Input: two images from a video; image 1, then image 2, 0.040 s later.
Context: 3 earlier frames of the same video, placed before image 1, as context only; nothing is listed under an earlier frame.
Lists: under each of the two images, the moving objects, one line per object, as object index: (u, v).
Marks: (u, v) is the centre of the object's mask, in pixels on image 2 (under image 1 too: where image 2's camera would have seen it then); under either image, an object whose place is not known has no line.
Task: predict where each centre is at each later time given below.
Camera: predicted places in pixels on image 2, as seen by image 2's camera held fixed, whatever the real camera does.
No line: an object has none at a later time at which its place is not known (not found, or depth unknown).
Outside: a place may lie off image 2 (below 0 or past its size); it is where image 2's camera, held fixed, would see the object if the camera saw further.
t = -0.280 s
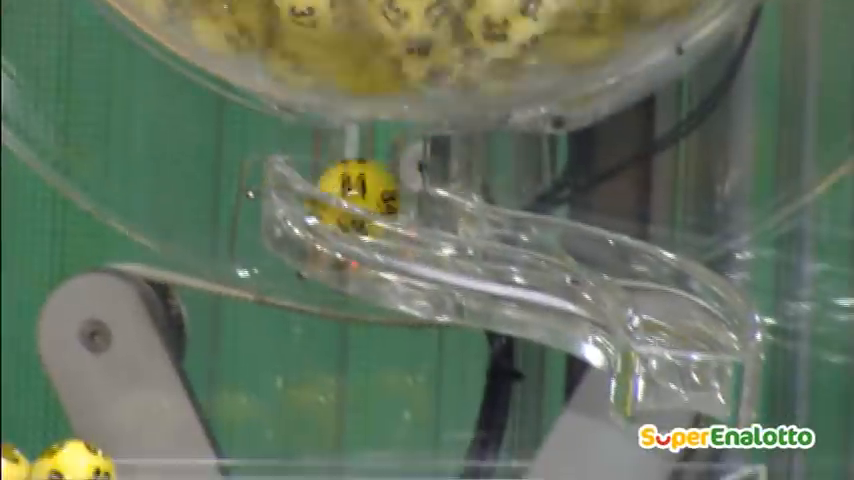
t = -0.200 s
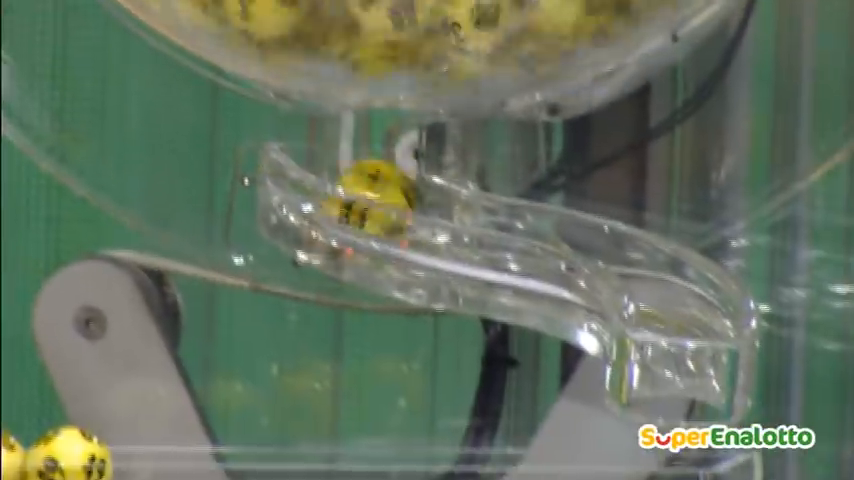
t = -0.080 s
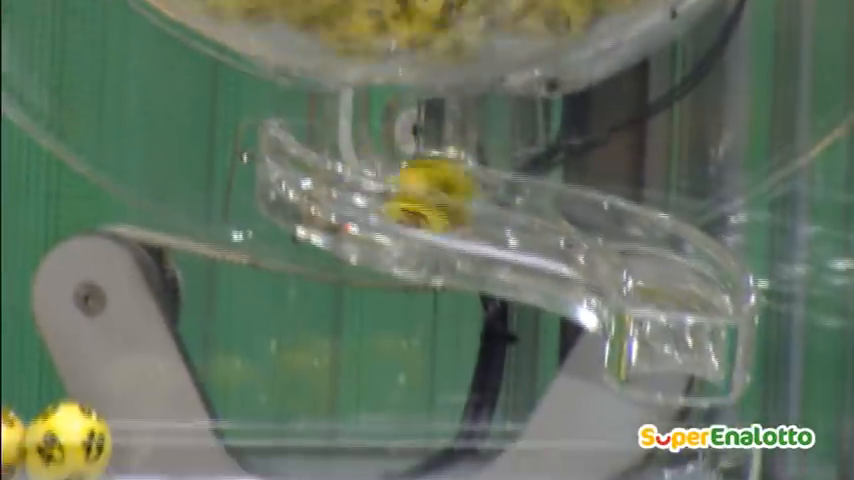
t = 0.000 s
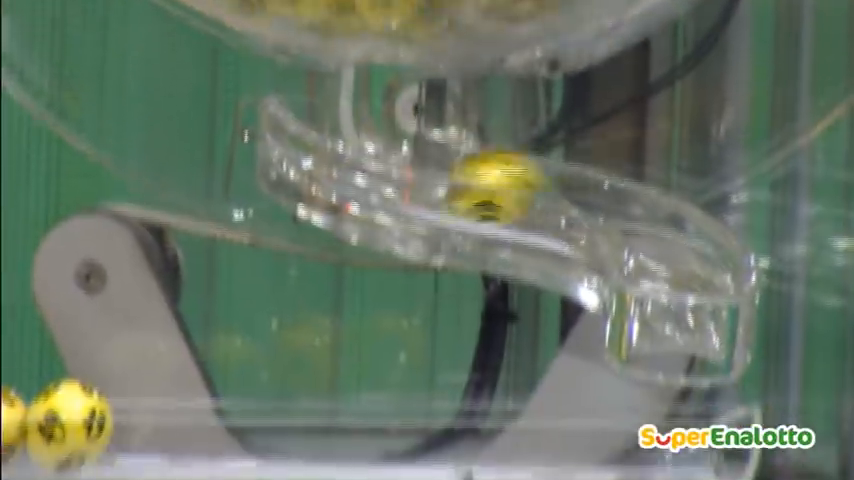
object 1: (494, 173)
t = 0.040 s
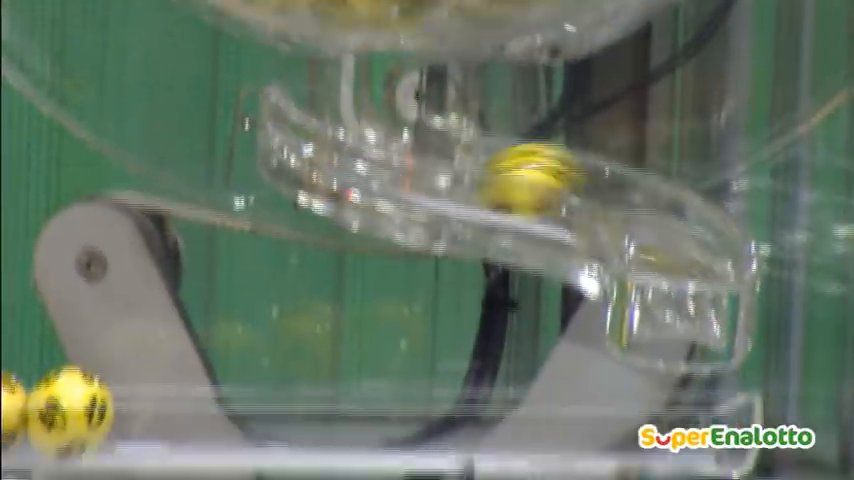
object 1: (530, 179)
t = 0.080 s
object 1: (564, 186)
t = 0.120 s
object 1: (594, 195)
